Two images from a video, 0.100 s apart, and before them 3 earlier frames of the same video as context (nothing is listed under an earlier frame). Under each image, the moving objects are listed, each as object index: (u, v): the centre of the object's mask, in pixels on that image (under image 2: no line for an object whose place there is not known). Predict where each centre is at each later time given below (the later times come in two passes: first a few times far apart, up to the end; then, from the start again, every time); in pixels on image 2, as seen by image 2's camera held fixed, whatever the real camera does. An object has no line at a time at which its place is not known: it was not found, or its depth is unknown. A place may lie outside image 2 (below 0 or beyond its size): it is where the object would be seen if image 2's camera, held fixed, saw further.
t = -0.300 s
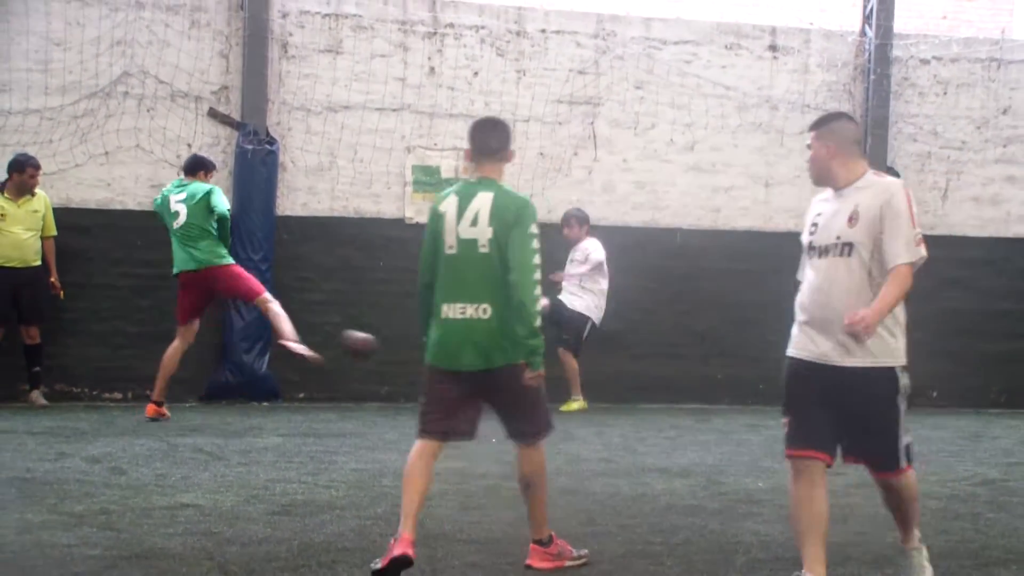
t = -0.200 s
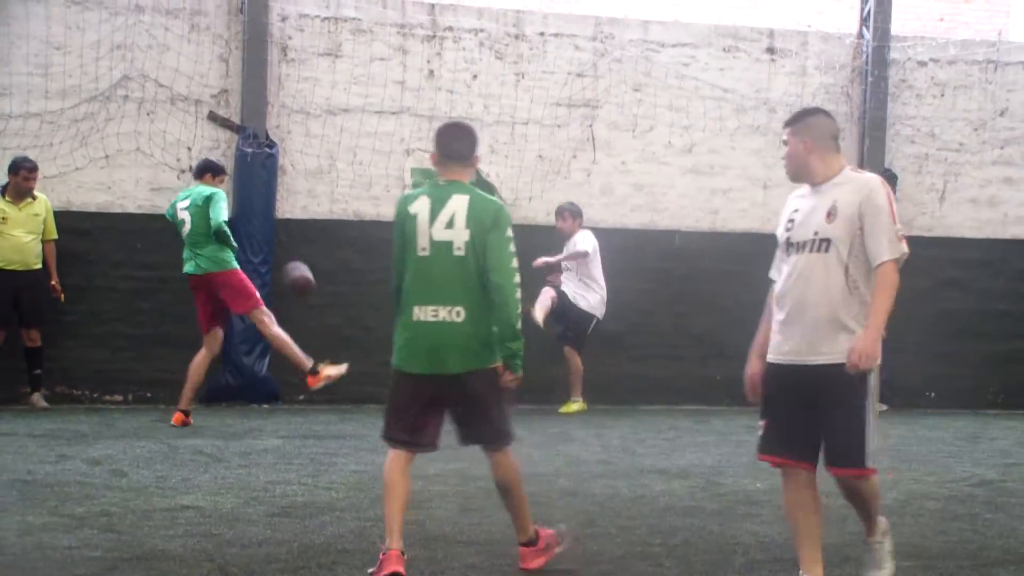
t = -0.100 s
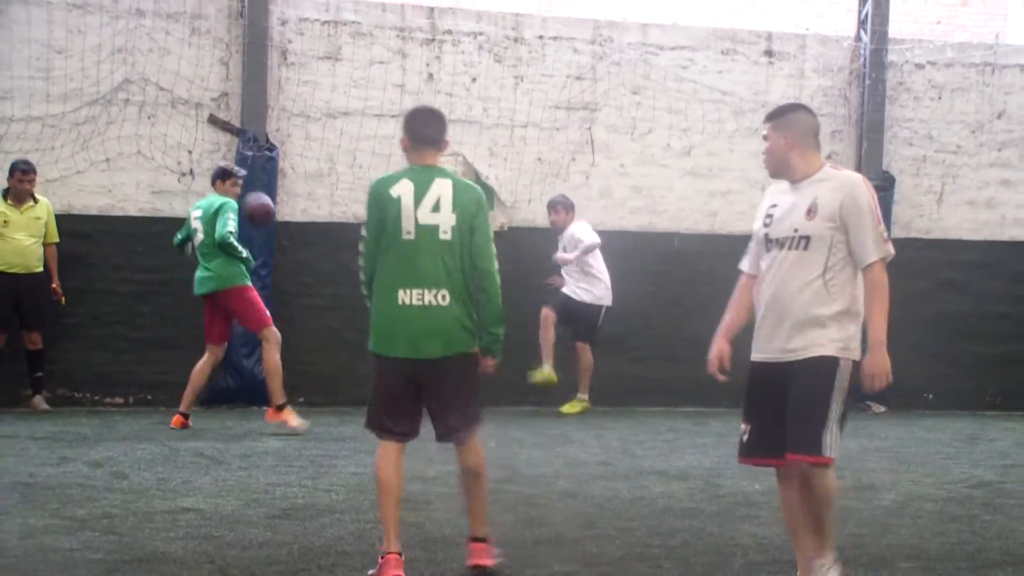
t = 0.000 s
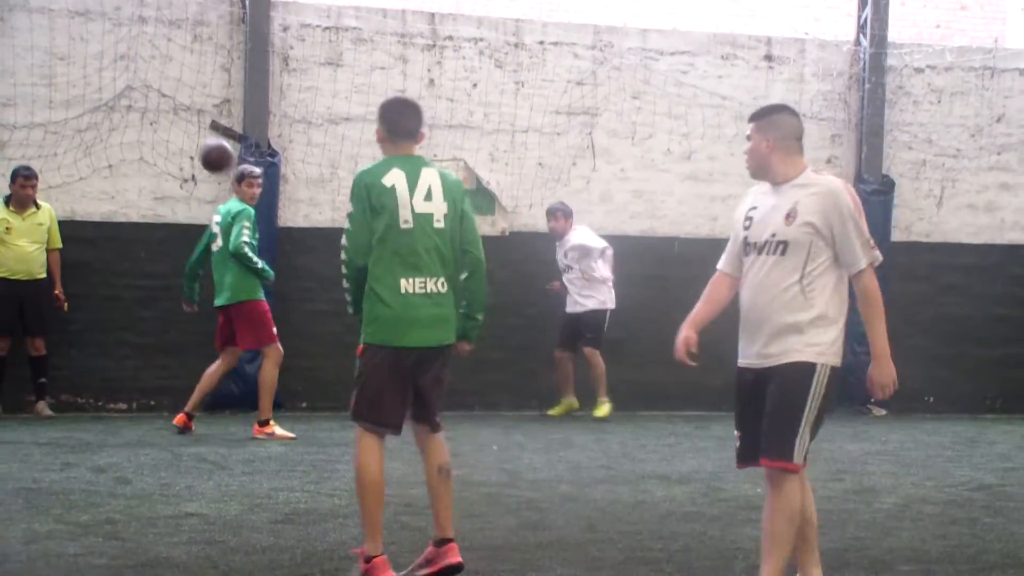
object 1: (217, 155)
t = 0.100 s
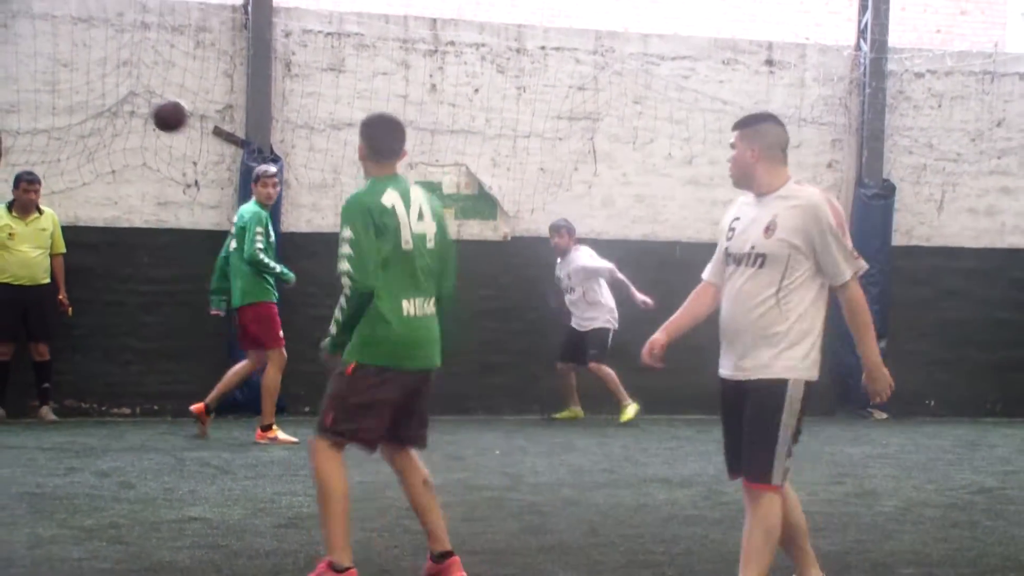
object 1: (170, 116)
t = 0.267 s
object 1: (69, 73)
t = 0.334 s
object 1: (21, 71)
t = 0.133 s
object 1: (151, 101)
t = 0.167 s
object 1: (132, 92)
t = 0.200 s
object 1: (112, 82)
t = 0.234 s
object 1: (90, 76)
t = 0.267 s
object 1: (69, 73)
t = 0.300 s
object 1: (45, 69)
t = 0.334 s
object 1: (21, 71)
